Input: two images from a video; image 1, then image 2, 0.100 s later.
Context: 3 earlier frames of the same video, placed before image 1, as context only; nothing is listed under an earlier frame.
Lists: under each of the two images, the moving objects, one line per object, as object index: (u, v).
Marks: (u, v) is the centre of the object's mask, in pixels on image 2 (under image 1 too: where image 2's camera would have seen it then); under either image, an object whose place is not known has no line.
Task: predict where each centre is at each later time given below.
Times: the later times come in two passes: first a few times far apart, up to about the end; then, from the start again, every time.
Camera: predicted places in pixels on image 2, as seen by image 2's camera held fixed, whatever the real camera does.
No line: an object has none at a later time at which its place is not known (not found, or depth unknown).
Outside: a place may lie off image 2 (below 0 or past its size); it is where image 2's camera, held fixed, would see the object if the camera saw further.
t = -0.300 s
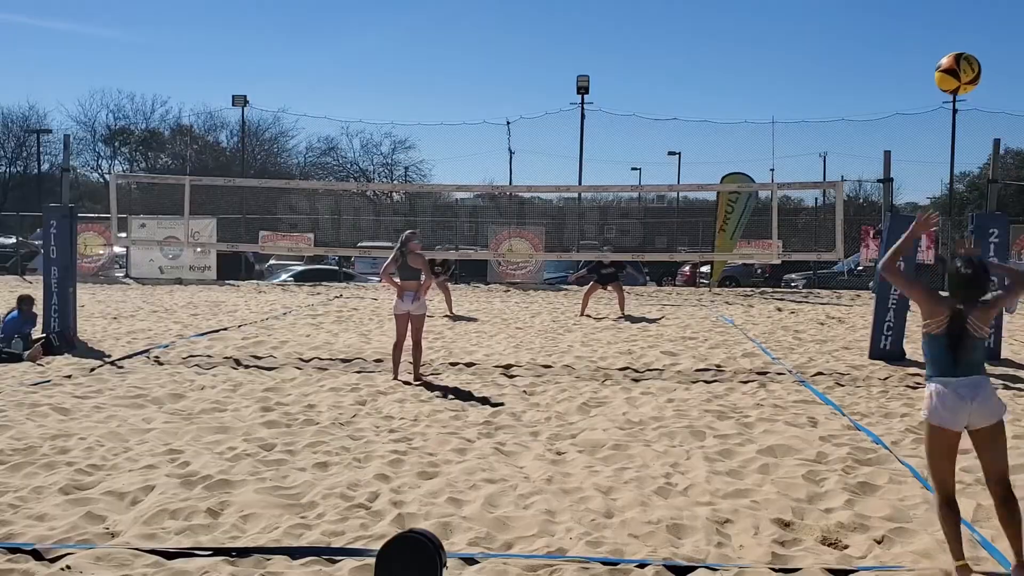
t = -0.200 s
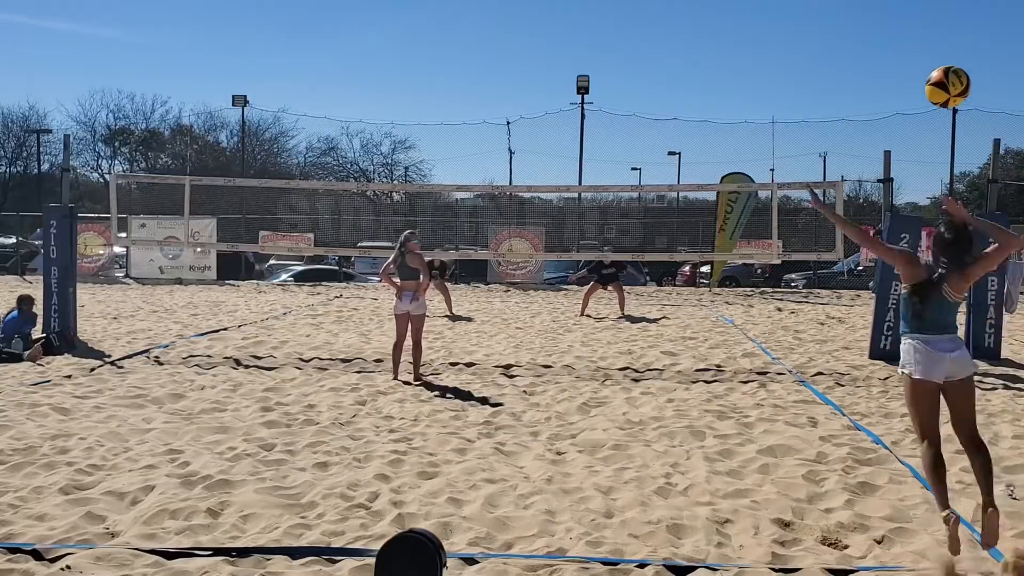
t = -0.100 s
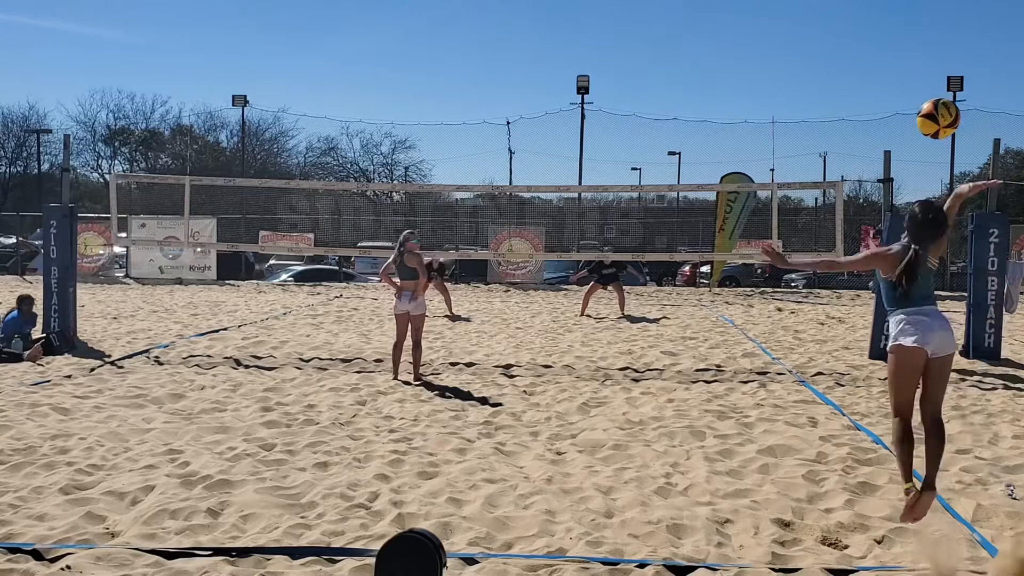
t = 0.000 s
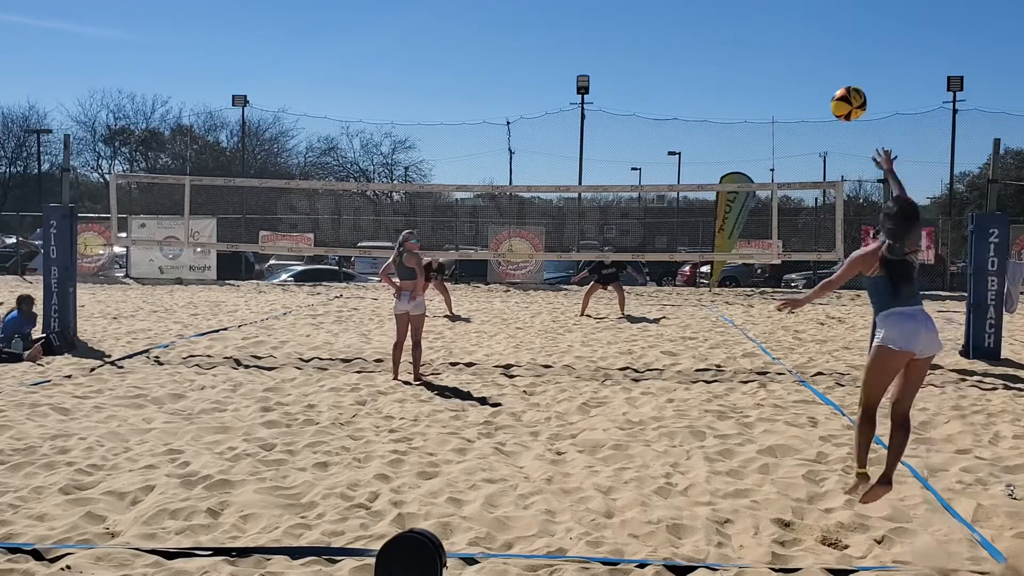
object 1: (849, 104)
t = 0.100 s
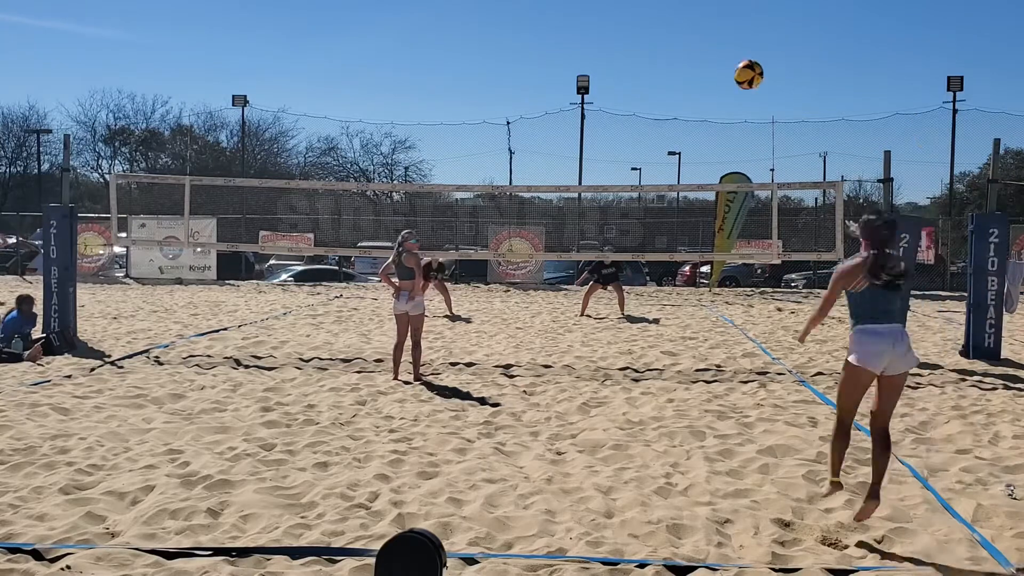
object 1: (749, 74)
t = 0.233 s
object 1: (661, 66)
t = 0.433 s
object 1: (580, 92)
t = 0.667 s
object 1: (527, 152)
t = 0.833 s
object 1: (503, 202)
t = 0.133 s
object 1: (723, 70)
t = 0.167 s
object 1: (700, 67)
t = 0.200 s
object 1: (680, 66)
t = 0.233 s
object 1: (661, 66)
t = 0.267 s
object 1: (644, 68)
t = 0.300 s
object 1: (629, 71)
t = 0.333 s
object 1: (615, 75)
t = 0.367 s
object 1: (602, 80)
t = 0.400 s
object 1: (591, 85)
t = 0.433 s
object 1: (580, 92)
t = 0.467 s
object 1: (570, 99)
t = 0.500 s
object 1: (565, 103)
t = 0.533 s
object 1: (553, 115)
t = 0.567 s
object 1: (546, 123)
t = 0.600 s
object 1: (539, 133)
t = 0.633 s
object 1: (532, 142)
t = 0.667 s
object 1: (527, 152)
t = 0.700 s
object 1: (522, 161)
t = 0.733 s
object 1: (517, 171)
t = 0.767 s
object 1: (512, 181)
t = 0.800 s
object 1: (506, 194)
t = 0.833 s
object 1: (503, 202)
